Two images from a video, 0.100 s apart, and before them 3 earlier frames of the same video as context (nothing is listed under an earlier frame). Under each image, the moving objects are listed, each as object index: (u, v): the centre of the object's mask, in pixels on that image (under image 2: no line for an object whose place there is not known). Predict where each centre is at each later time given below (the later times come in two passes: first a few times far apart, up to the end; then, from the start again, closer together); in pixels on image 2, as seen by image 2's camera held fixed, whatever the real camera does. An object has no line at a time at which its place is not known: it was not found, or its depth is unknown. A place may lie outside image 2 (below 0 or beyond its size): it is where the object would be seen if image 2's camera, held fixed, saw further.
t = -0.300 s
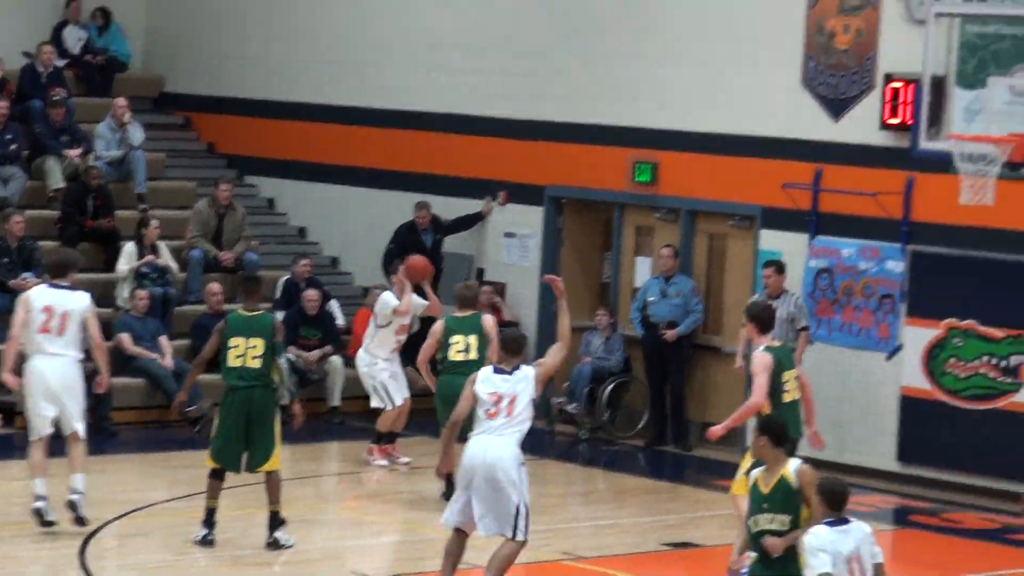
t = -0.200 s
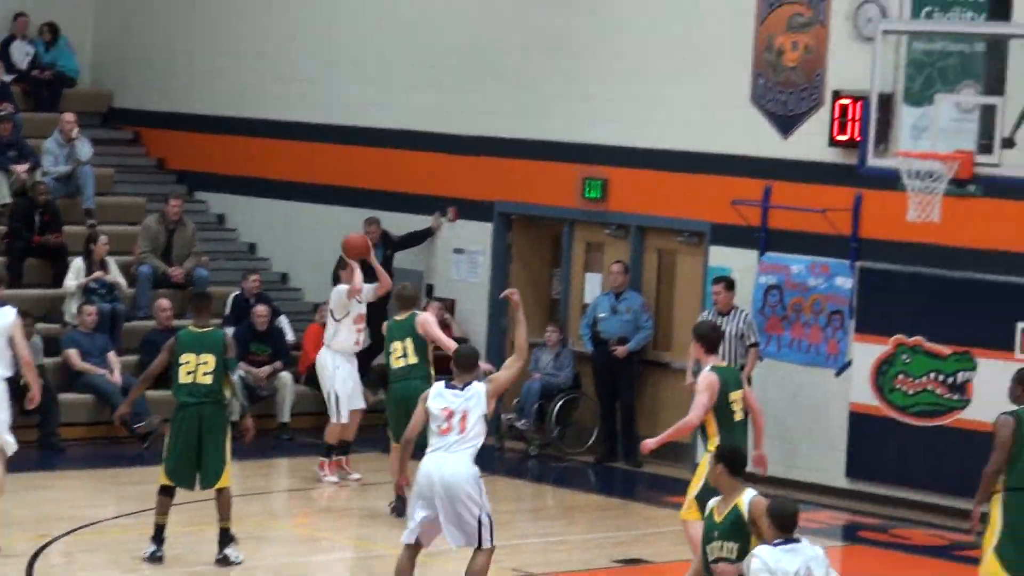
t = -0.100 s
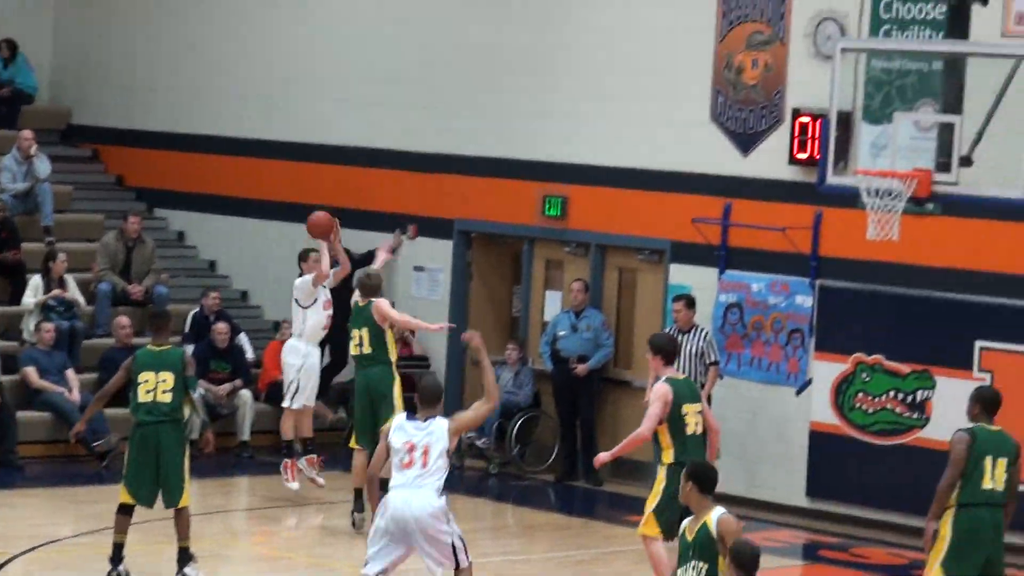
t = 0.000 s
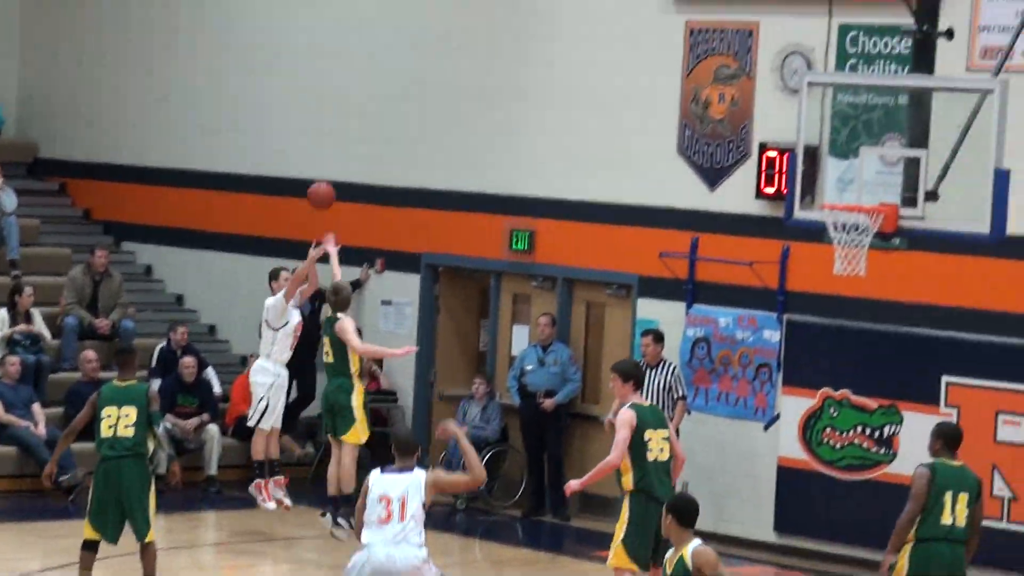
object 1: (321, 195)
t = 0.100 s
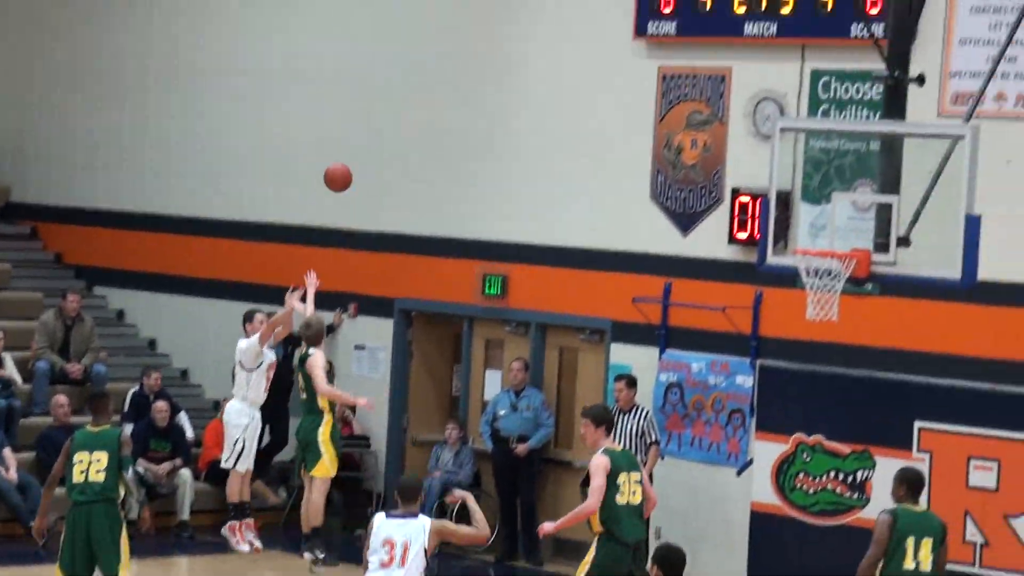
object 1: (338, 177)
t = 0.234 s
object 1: (396, 112)
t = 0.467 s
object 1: (499, 43)
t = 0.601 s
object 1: (559, 33)
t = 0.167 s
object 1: (367, 142)
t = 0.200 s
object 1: (381, 126)
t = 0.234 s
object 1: (396, 112)
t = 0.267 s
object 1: (410, 98)
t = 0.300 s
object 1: (425, 86)
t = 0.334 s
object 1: (439, 75)
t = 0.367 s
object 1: (454, 65)
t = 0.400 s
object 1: (469, 57)
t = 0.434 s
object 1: (484, 49)
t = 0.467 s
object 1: (499, 43)
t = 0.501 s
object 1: (514, 39)
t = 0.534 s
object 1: (529, 36)
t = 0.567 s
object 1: (544, 34)
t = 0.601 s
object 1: (559, 33)
